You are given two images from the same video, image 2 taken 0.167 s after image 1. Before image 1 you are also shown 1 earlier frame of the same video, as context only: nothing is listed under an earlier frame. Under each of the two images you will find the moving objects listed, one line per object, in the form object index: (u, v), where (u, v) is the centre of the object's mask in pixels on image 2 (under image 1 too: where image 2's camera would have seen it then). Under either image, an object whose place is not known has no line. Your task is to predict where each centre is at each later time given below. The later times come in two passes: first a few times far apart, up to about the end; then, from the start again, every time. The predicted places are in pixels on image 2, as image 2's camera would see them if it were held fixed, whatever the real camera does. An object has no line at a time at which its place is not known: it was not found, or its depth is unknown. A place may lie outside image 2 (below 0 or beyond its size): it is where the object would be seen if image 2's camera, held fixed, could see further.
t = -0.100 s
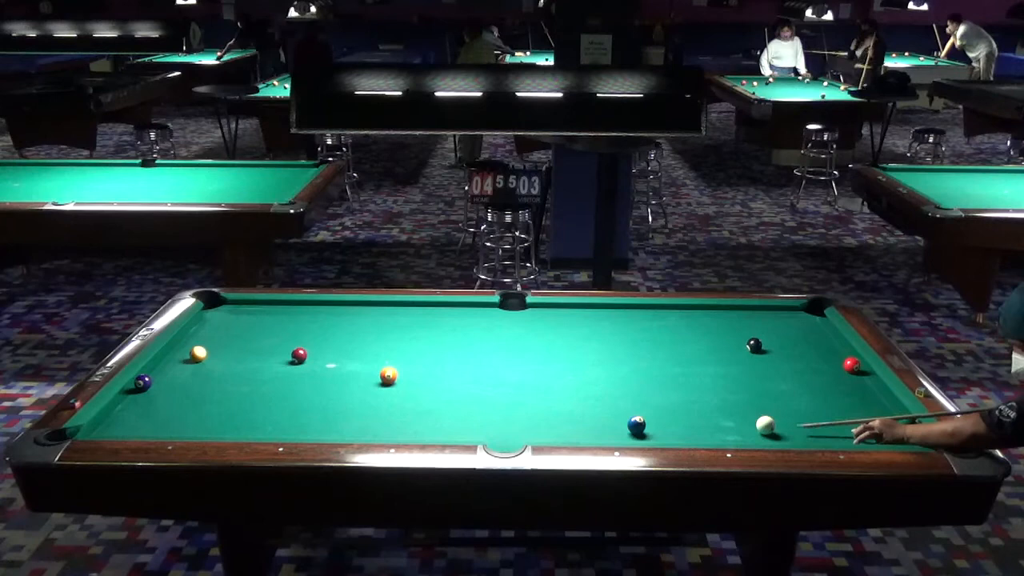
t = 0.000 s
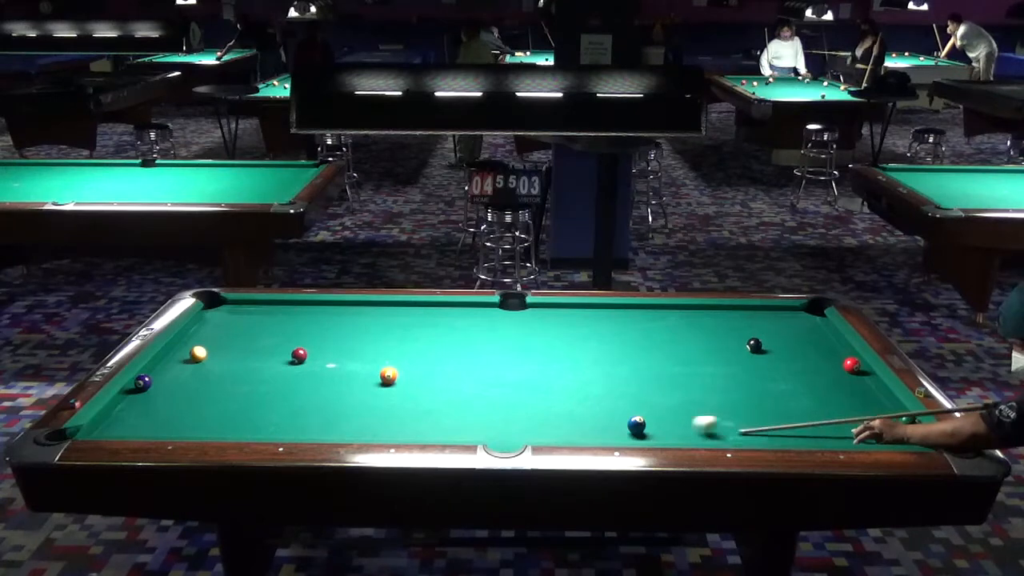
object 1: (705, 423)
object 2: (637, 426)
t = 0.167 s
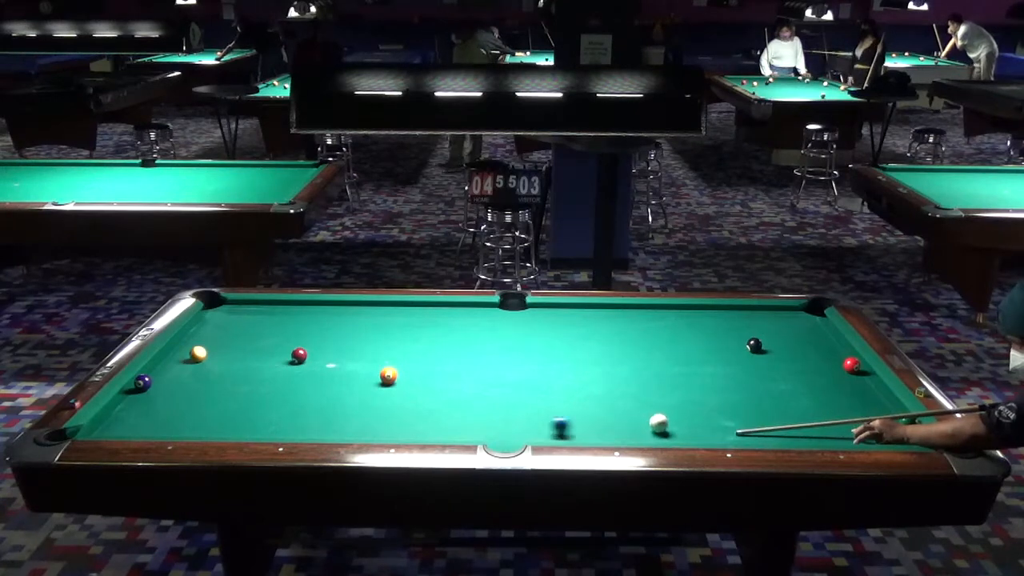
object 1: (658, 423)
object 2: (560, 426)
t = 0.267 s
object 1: (667, 422)
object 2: (494, 427)
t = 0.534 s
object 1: (689, 420)
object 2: (337, 428)
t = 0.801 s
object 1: (709, 418)
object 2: (180, 428)
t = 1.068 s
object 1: (726, 416)
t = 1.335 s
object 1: (741, 415)
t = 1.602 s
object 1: (755, 414)
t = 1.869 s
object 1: (766, 413)
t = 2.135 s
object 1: (776, 413)
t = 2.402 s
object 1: (784, 412)
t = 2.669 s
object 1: (790, 412)
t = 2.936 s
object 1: (795, 412)
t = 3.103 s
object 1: (796, 412)
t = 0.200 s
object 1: (661, 422)
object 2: (538, 426)
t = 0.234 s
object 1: (664, 422)
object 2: (516, 427)
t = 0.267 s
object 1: (667, 422)
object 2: (494, 427)
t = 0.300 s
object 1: (670, 422)
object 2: (474, 427)
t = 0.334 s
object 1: (673, 421)
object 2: (455, 428)
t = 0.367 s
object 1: (676, 421)
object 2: (435, 427)
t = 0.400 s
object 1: (678, 421)
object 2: (415, 428)
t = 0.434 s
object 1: (681, 421)
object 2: (396, 428)
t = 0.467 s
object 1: (684, 420)
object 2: (376, 428)
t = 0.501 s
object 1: (686, 420)
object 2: (356, 427)
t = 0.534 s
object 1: (689, 420)
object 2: (337, 428)
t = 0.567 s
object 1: (692, 420)
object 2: (317, 428)
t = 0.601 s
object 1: (694, 419)
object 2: (298, 428)
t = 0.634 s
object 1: (697, 419)
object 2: (277, 428)
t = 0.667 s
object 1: (699, 419)
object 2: (258, 428)
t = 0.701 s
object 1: (702, 419)
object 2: (239, 428)
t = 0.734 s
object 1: (704, 419)
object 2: (219, 428)
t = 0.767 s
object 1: (706, 418)
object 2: (199, 428)
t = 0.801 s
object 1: (709, 418)
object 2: (180, 428)
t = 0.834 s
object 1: (711, 418)
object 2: (159, 429)
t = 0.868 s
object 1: (713, 418)
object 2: (140, 428)
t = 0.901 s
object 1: (715, 417)
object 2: (121, 429)
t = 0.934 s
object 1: (717, 417)
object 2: (99, 429)
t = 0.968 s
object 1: (720, 417)
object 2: (81, 430)
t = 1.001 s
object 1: (722, 417)
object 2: (73, 433)
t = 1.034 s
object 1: (724, 417)
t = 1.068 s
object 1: (726, 416)
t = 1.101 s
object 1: (728, 416)
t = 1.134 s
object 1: (730, 416)
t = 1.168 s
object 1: (732, 416)
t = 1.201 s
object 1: (734, 416)
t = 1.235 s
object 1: (736, 416)
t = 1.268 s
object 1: (738, 416)
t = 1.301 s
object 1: (739, 416)
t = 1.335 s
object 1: (741, 415)
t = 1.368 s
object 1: (743, 415)
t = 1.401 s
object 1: (745, 415)
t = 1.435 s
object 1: (746, 415)
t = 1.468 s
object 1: (748, 415)
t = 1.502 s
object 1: (750, 414)
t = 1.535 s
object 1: (751, 414)
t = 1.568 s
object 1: (753, 414)
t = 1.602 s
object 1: (755, 414)
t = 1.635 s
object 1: (756, 414)
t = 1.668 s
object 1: (758, 414)
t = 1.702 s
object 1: (759, 414)
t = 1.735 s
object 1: (761, 413)
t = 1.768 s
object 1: (762, 413)
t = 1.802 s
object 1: (763, 413)
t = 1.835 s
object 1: (765, 413)
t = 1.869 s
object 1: (766, 413)
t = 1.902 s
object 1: (768, 413)
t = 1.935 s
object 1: (768, 413)
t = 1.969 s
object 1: (770, 413)
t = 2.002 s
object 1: (771, 413)
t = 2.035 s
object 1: (772, 413)
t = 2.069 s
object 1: (773, 413)
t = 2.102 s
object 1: (775, 413)
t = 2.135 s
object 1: (776, 413)
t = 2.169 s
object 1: (777, 412)
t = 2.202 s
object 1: (778, 412)
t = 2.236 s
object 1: (779, 412)
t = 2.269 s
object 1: (780, 412)
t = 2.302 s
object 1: (781, 412)
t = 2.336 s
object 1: (782, 412)
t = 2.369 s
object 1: (783, 412)
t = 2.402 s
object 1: (784, 412)
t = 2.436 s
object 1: (785, 412)
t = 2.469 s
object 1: (786, 412)
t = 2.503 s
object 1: (787, 412)
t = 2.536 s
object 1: (787, 412)
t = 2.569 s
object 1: (788, 412)
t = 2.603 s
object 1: (789, 412)
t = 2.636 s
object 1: (790, 412)
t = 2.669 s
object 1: (790, 412)
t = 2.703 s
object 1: (791, 412)
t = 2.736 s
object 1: (792, 412)
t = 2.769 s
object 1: (792, 412)
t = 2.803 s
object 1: (793, 412)
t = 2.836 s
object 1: (793, 412)
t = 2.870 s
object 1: (794, 412)
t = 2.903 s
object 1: (795, 412)
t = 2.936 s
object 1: (795, 412)
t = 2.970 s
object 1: (795, 412)
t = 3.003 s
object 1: (796, 412)
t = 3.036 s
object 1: (796, 412)
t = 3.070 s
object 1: (796, 412)
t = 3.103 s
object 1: (796, 412)
